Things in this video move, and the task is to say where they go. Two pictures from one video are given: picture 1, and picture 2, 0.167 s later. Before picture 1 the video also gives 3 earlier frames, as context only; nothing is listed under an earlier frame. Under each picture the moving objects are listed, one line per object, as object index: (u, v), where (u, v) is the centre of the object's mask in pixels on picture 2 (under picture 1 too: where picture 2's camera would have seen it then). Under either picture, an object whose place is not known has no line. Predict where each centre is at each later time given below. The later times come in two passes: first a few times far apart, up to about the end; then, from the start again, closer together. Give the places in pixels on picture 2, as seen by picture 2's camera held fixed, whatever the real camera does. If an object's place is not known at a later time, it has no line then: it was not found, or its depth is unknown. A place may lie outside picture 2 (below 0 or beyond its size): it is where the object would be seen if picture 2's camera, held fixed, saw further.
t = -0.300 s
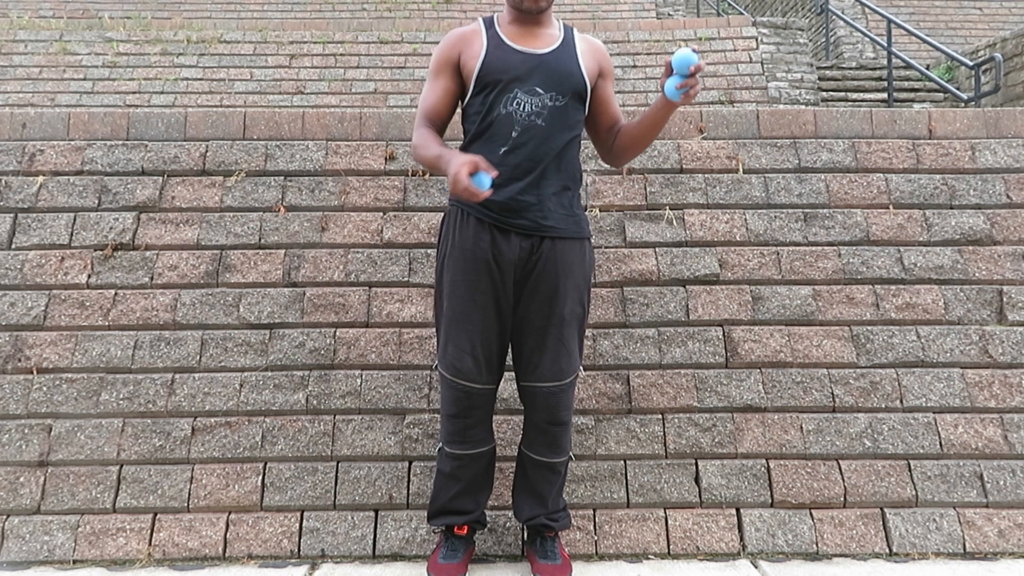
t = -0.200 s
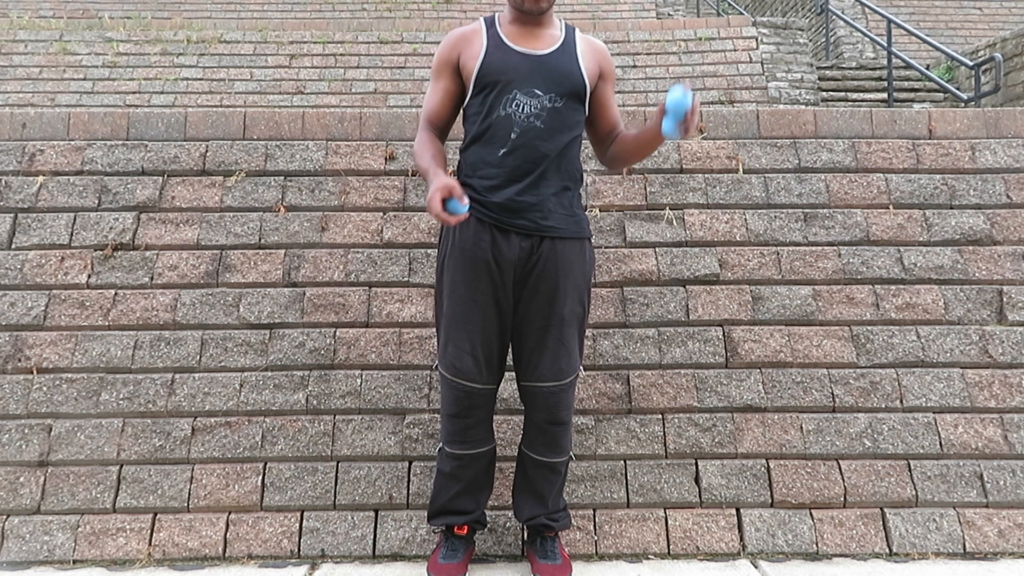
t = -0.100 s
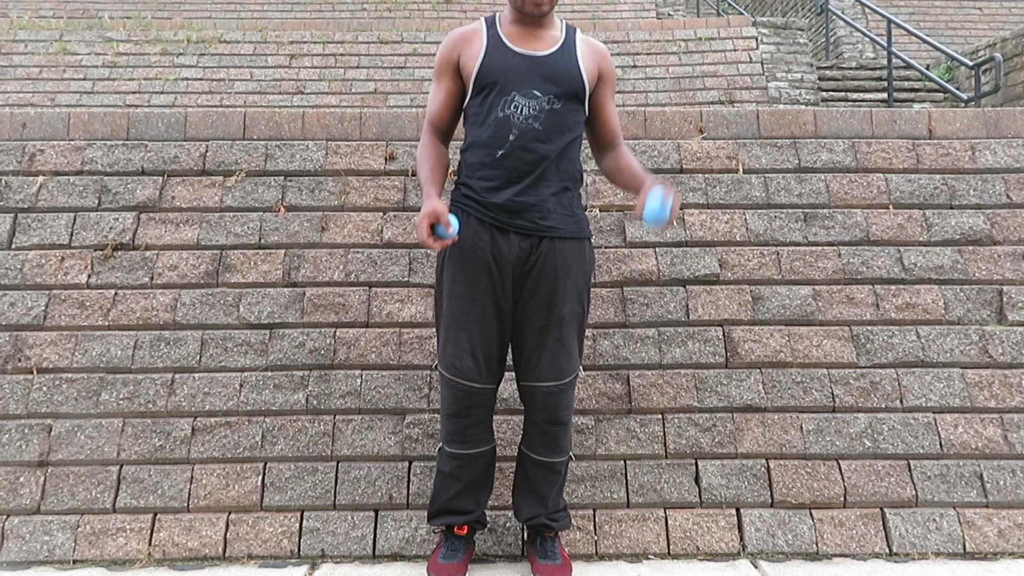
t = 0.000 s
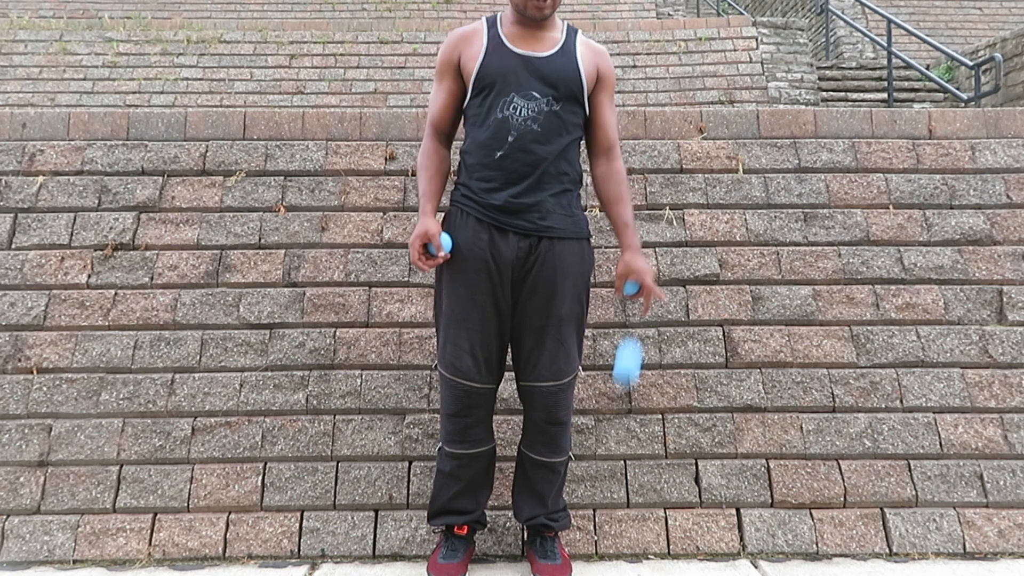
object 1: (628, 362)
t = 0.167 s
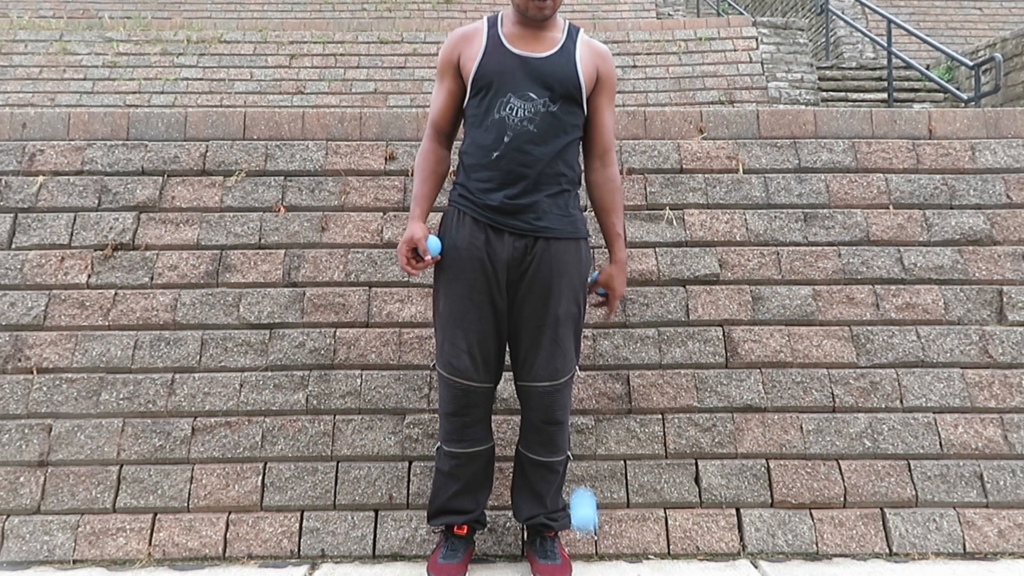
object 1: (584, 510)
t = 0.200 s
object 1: (578, 456)
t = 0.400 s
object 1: (544, 217)
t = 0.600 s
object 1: (508, 134)
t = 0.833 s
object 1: (464, 252)
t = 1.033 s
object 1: (424, 555)
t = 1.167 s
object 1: (392, 450)
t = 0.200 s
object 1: (578, 456)
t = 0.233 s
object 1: (572, 405)
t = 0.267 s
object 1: (566, 359)
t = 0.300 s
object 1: (561, 318)
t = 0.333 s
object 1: (555, 280)
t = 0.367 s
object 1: (550, 246)
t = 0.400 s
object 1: (544, 217)
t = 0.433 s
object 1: (538, 192)
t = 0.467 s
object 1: (532, 171)
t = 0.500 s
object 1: (526, 155)
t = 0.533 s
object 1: (520, 143)
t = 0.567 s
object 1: (514, 136)
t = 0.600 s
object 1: (508, 134)
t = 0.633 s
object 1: (502, 136)
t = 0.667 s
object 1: (495, 143)
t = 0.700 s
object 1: (489, 155)
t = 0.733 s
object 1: (483, 171)
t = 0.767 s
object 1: (477, 193)
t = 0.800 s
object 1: (470, 220)
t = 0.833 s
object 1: (464, 252)
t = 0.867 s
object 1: (458, 290)
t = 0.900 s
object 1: (451, 333)
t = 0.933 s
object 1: (444, 382)
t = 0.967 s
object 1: (437, 436)
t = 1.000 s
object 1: (431, 495)
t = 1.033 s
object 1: (424, 555)
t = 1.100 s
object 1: (408, 547)
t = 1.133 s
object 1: (400, 497)
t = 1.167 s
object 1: (392, 450)
